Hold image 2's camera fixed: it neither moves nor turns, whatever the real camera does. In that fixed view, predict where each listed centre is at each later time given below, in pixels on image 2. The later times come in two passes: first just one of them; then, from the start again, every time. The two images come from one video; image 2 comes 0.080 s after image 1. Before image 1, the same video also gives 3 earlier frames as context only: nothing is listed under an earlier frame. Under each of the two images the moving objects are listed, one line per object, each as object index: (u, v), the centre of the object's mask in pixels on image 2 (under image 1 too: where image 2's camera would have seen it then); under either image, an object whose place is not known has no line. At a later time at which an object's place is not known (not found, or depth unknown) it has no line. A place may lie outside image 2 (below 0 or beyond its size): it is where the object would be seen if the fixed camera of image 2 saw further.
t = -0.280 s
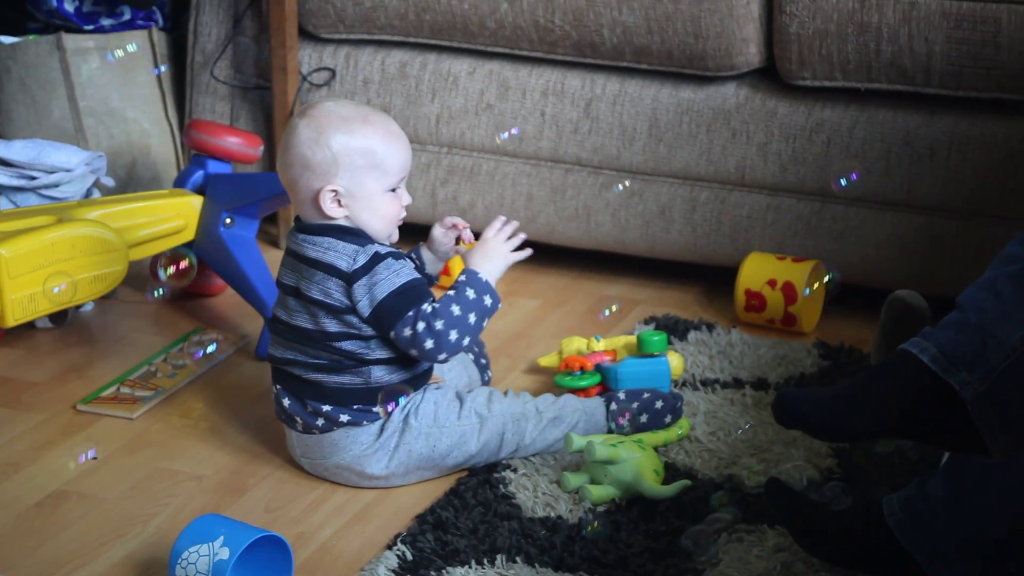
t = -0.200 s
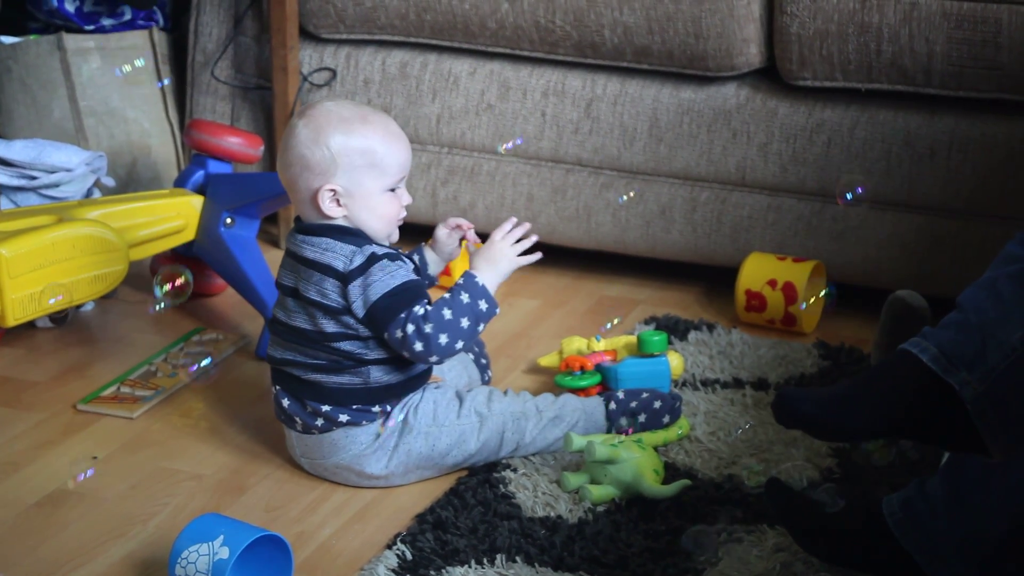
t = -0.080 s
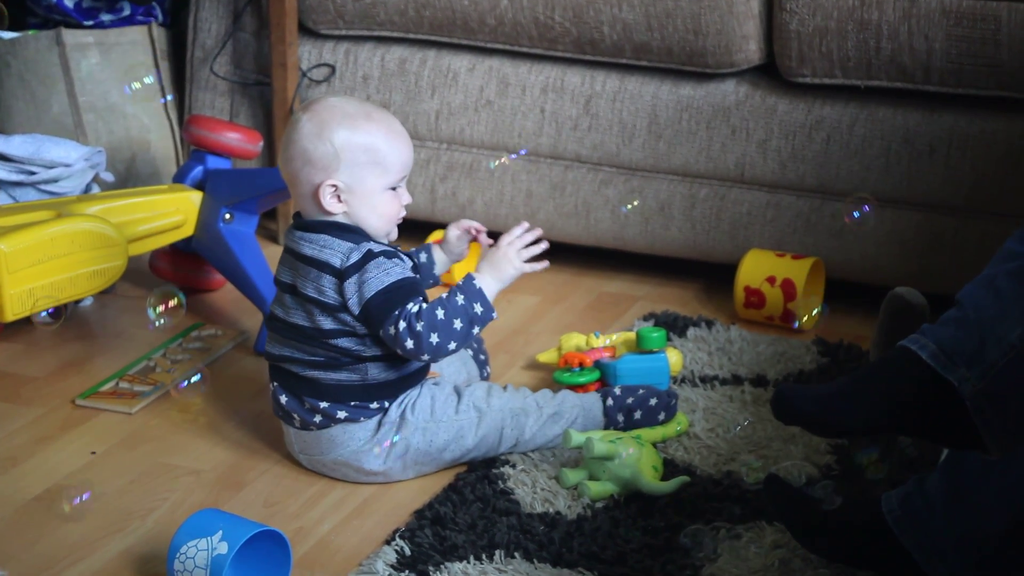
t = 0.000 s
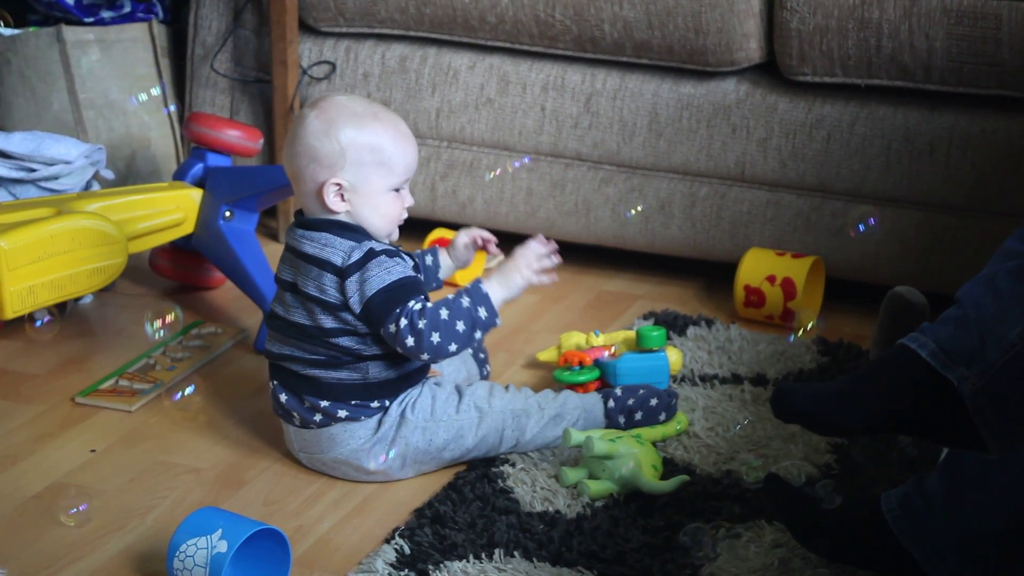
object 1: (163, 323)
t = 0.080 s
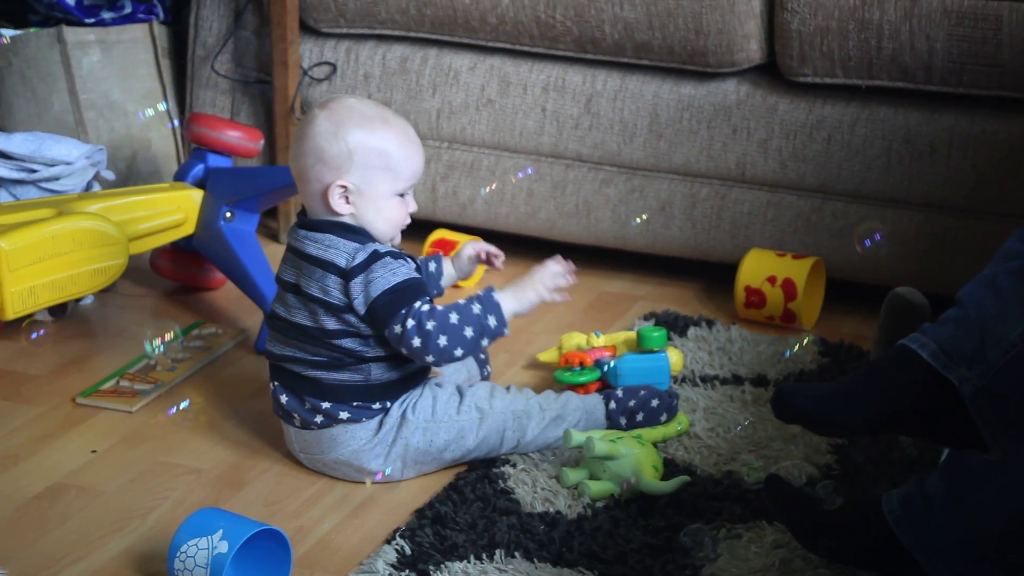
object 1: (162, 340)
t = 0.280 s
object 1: (161, 382)
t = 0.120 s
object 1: (161, 350)
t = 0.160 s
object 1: (161, 357)
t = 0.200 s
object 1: (160, 367)
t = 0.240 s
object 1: (160, 374)
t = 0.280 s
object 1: (161, 382)
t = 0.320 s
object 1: (160, 394)
